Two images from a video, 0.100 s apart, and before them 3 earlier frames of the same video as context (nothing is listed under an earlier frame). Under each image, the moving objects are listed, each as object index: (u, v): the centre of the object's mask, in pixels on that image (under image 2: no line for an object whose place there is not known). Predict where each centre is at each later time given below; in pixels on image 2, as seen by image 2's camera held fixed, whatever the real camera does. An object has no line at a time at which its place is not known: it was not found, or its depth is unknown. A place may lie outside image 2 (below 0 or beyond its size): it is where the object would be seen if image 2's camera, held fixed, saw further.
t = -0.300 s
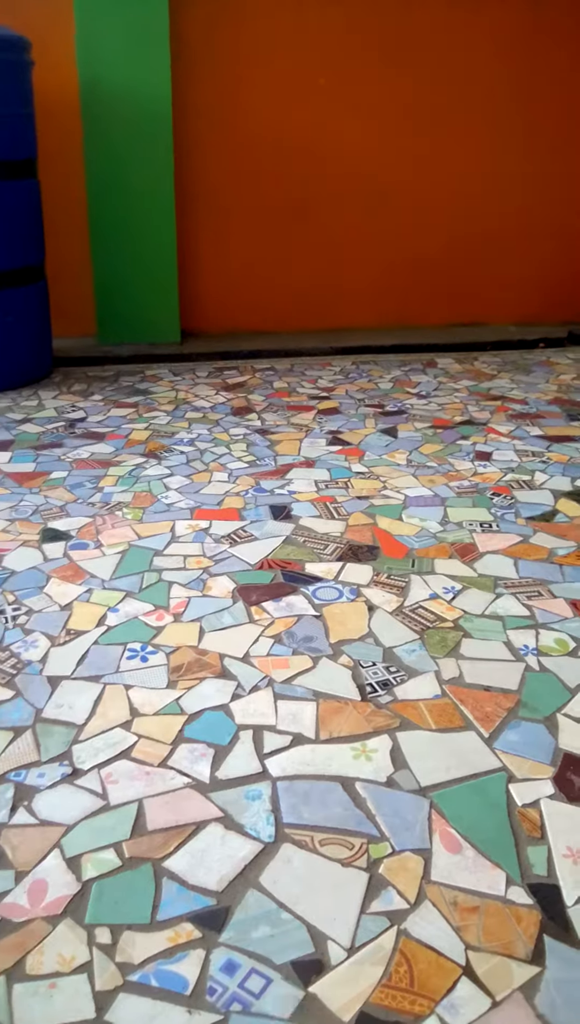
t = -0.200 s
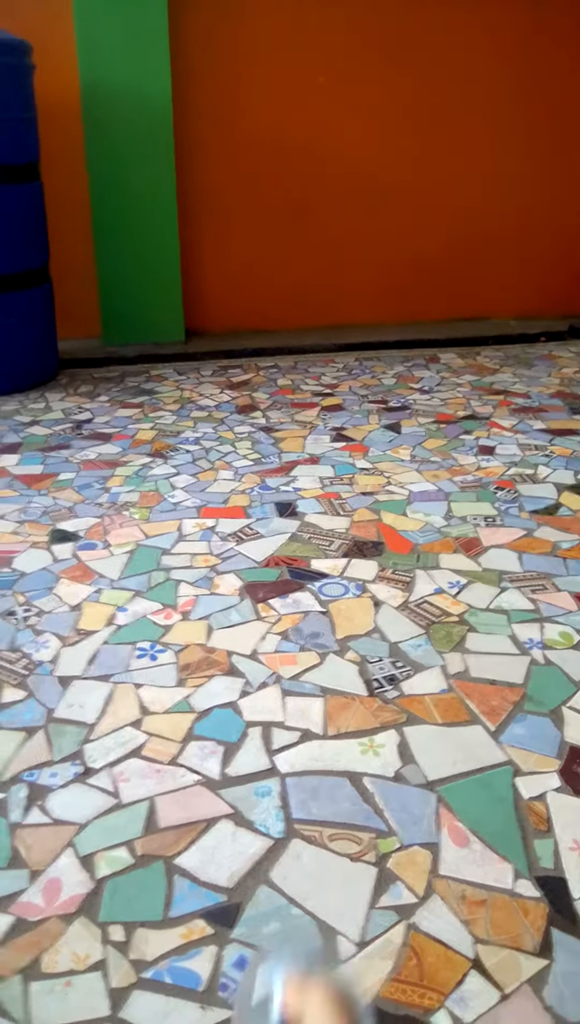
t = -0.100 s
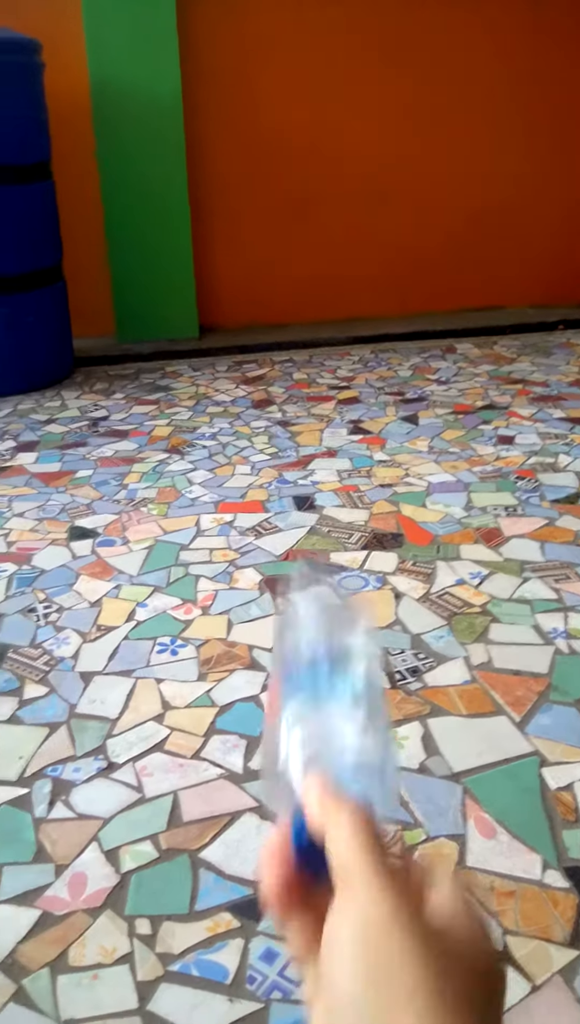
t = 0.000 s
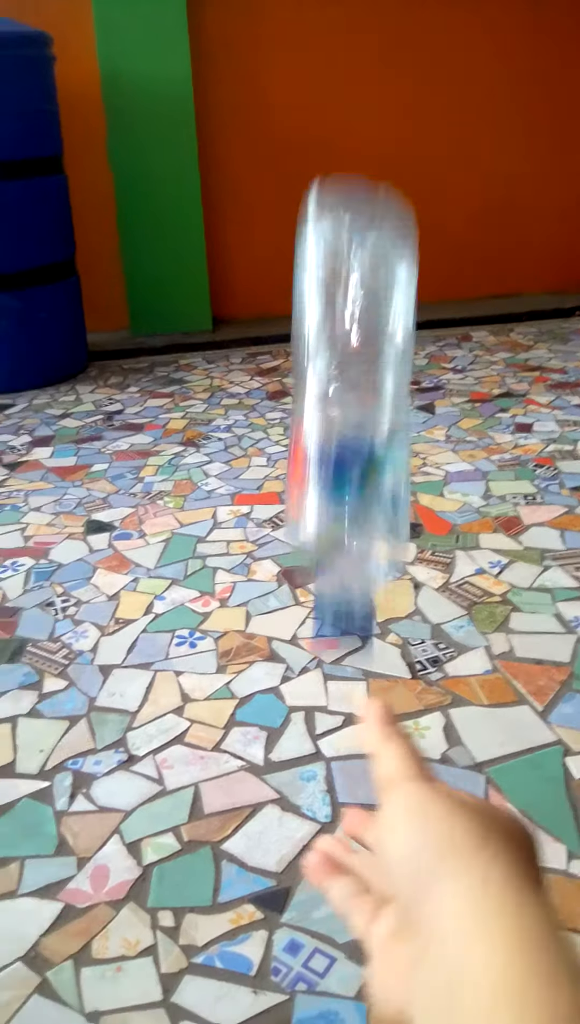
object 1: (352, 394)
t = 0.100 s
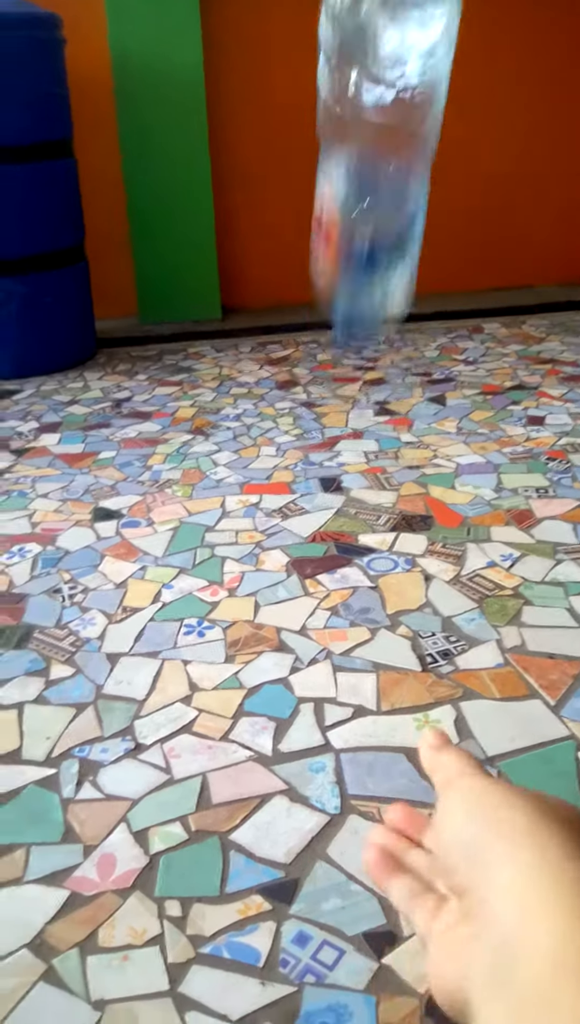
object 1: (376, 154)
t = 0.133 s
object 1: (381, 124)
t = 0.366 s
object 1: (389, 319)
